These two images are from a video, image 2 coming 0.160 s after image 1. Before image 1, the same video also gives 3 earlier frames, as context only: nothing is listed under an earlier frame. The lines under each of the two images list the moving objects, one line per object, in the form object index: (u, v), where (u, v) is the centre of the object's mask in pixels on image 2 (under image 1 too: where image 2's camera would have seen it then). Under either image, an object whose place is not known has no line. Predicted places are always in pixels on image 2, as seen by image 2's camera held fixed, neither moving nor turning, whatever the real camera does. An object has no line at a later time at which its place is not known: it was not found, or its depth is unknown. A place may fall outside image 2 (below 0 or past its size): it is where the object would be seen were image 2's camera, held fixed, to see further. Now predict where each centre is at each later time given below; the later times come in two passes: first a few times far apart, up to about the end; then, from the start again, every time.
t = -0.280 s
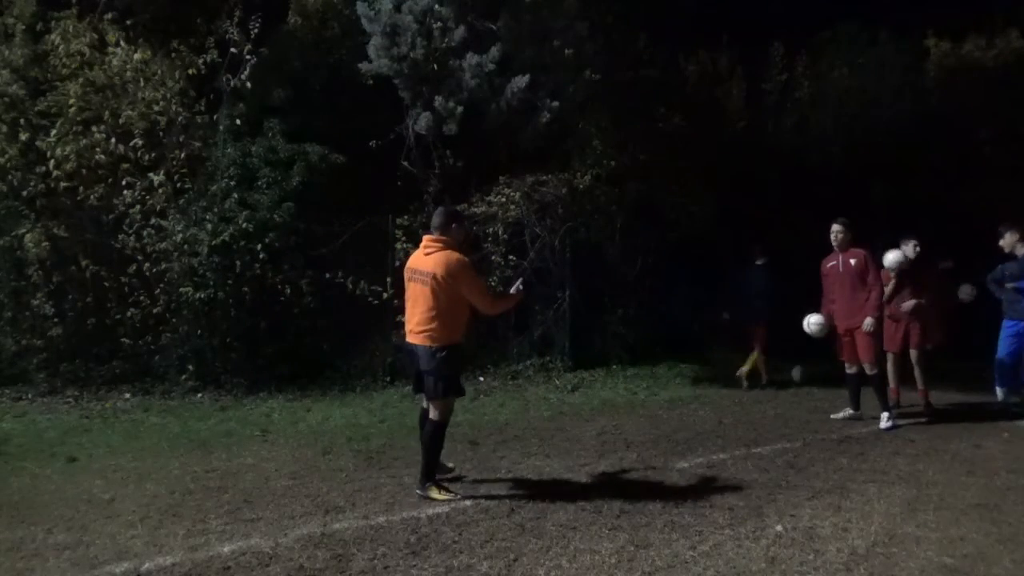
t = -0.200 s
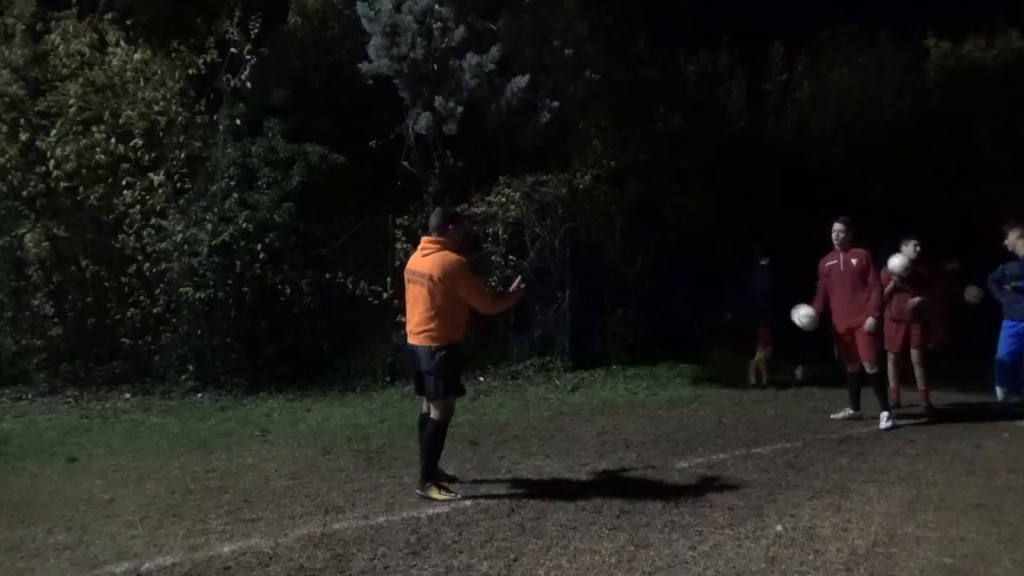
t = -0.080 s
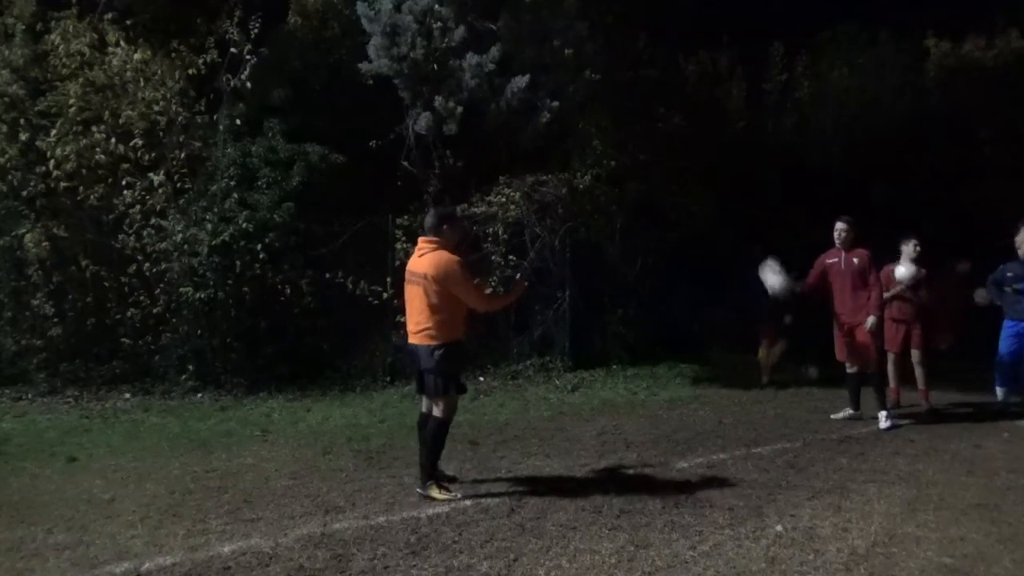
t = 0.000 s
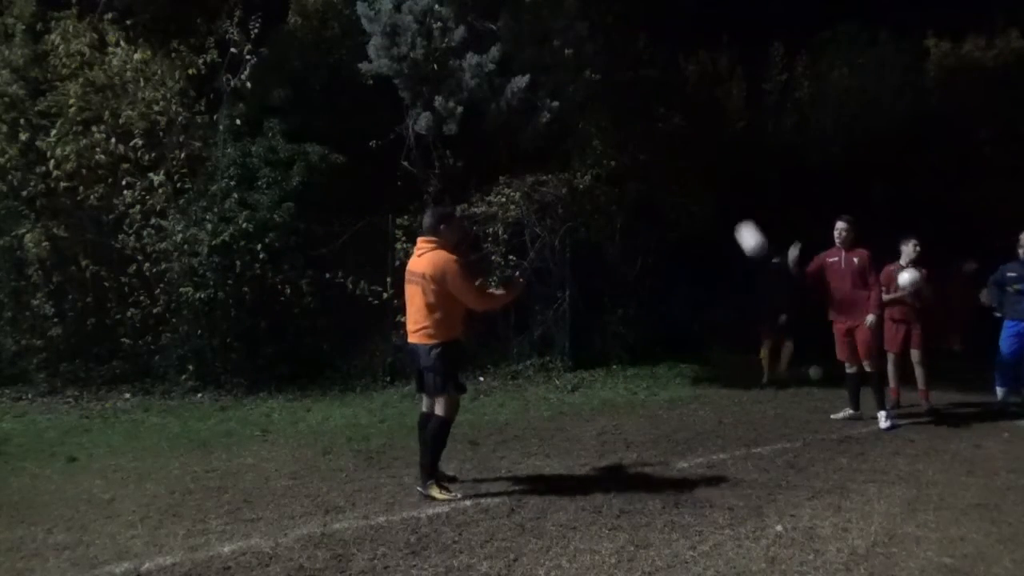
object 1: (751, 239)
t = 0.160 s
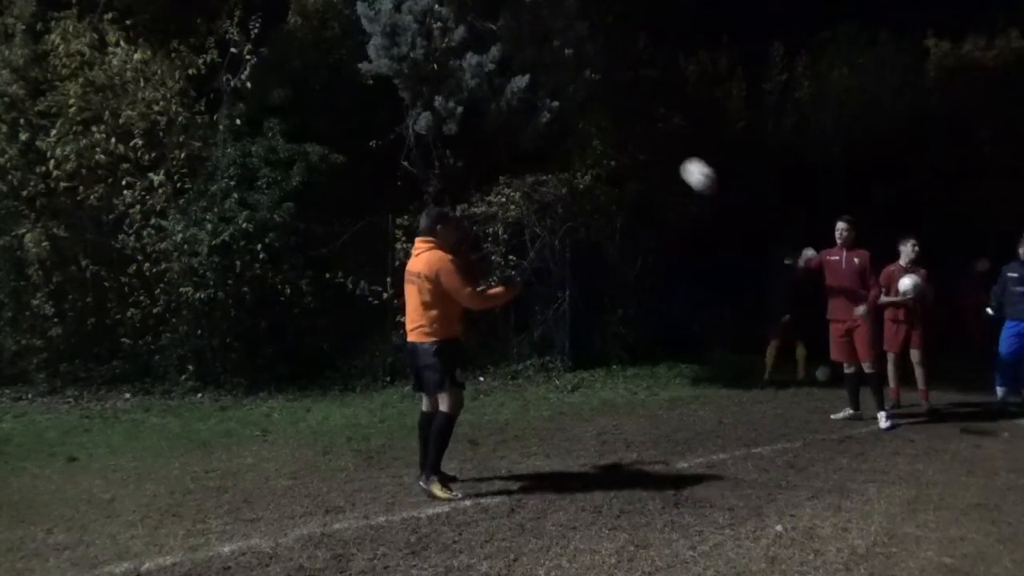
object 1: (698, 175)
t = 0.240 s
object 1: (669, 153)
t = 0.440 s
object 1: (586, 129)
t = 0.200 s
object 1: (684, 163)
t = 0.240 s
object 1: (669, 153)
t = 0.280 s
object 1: (654, 144)
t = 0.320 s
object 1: (638, 138)
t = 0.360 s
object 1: (622, 133)
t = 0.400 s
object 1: (603, 130)
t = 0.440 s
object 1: (586, 129)
